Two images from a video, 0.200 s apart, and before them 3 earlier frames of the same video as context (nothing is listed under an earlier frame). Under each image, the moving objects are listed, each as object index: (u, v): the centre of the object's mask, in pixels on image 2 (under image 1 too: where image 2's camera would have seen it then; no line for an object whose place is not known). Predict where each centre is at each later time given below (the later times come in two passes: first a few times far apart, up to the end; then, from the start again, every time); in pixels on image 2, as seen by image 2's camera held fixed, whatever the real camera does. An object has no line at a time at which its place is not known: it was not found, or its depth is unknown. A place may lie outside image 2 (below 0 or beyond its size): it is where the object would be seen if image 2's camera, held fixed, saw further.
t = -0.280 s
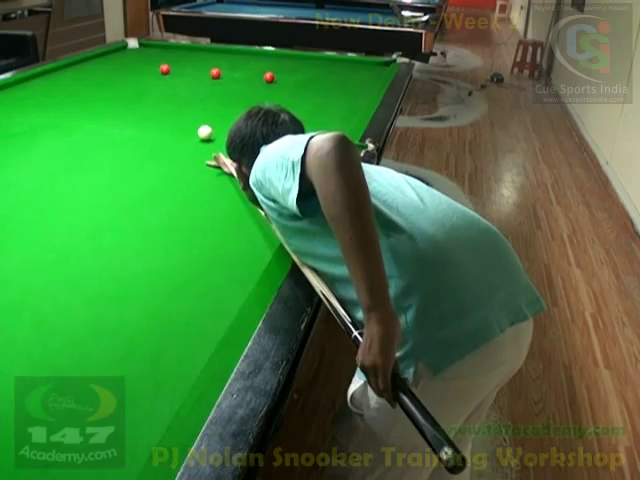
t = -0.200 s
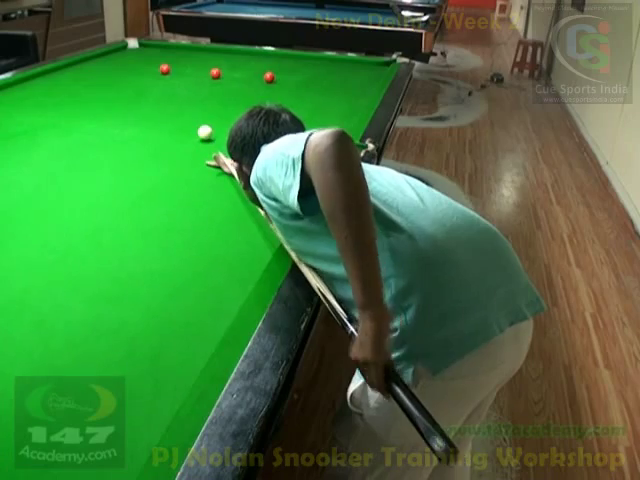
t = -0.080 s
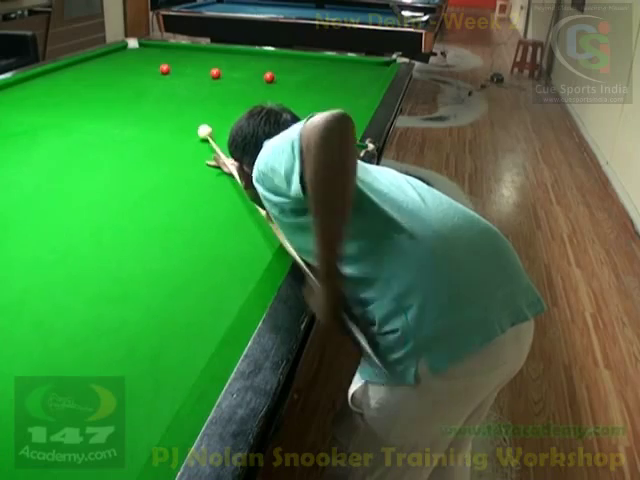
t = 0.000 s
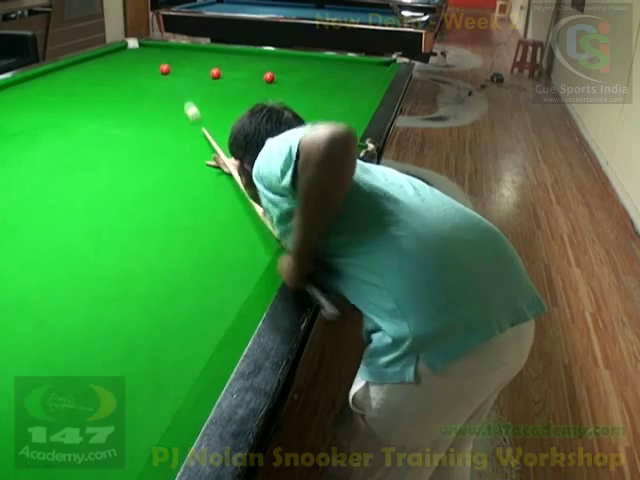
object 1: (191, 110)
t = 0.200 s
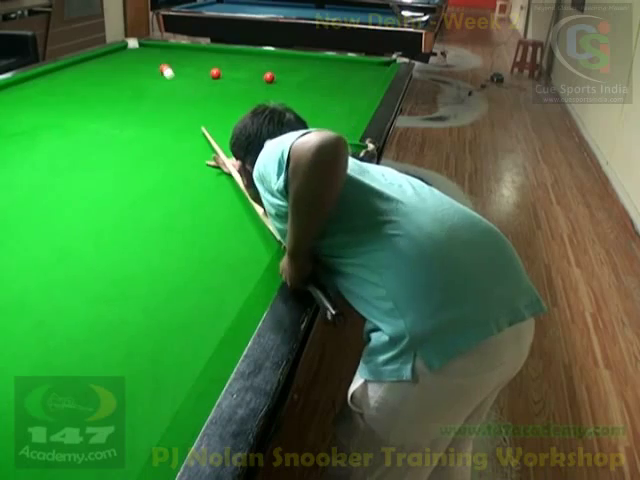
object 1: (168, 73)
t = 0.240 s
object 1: (168, 70)
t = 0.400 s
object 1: (174, 69)
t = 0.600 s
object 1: (181, 67)
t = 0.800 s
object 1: (188, 65)
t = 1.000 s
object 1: (194, 64)
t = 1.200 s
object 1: (199, 62)
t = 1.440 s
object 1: (204, 61)
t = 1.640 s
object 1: (208, 60)
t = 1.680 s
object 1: (209, 59)
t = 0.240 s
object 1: (168, 70)
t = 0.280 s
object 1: (170, 70)
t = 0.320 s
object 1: (171, 69)
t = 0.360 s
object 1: (173, 69)
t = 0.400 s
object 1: (174, 69)
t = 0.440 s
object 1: (176, 68)
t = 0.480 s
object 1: (177, 68)
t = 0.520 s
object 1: (178, 68)
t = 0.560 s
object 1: (180, 67)
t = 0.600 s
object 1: (181, 67)
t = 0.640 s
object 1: (183, 66)
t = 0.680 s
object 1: (184, 66)
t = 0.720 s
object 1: (185, 66)
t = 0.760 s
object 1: (187, 66)
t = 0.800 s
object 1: (188, 65)
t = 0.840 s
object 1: (189, 65)
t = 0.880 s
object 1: (190, 64)
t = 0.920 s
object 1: (191, 64)
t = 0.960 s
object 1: (192, 64)
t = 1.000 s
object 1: (194, 64)
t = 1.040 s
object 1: (195, 63)
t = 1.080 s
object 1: (196, 63)
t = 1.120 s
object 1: (197, 63)
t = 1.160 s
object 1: (198, 63)
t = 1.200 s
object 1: (199, 62)
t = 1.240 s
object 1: (200, 62)
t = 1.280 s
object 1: (201, 62)
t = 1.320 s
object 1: (201, 62)
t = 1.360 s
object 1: (202, 61)
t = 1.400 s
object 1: (203, 61)
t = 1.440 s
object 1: (204, 61)
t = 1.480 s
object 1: (205, 60)
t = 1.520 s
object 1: (205, 60)
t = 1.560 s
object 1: (206, 60)
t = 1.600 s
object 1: (207, 60)
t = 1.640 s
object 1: (208, 60)
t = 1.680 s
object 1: (209, 59)
